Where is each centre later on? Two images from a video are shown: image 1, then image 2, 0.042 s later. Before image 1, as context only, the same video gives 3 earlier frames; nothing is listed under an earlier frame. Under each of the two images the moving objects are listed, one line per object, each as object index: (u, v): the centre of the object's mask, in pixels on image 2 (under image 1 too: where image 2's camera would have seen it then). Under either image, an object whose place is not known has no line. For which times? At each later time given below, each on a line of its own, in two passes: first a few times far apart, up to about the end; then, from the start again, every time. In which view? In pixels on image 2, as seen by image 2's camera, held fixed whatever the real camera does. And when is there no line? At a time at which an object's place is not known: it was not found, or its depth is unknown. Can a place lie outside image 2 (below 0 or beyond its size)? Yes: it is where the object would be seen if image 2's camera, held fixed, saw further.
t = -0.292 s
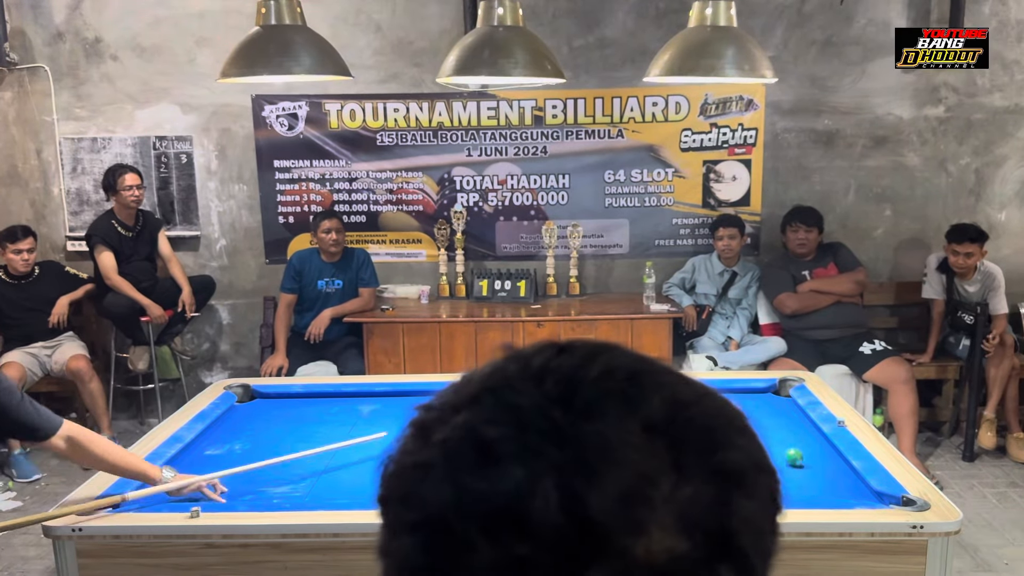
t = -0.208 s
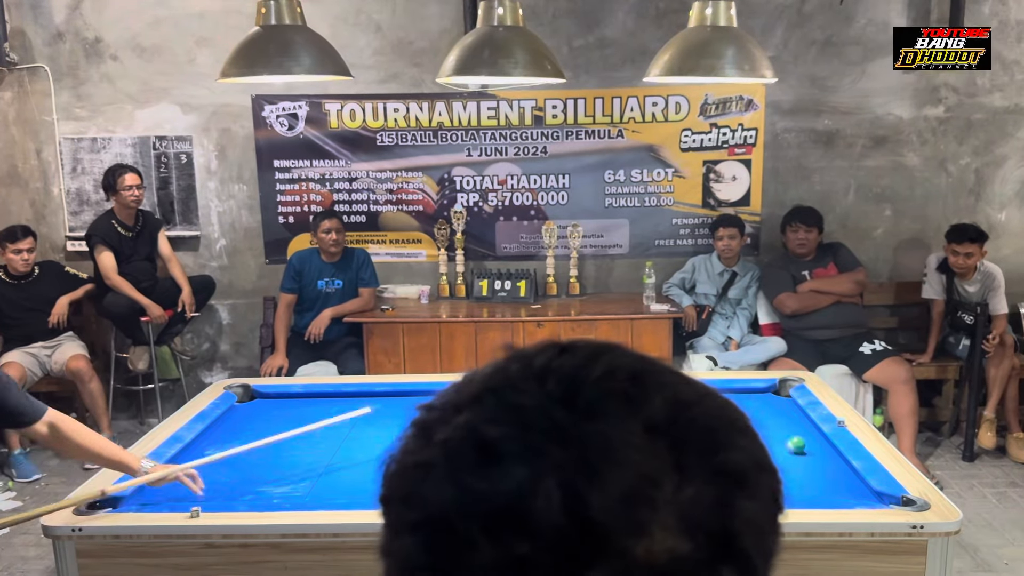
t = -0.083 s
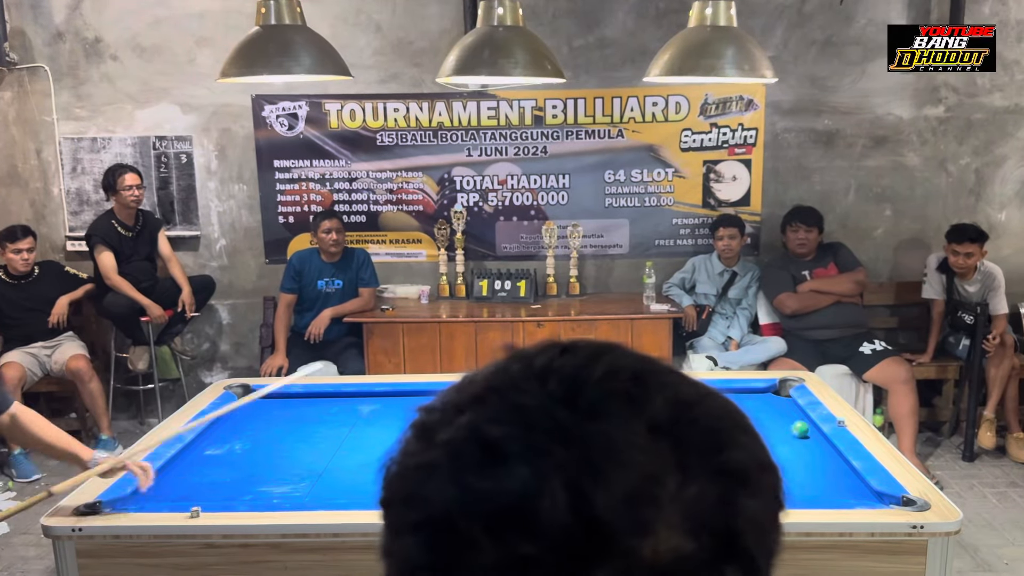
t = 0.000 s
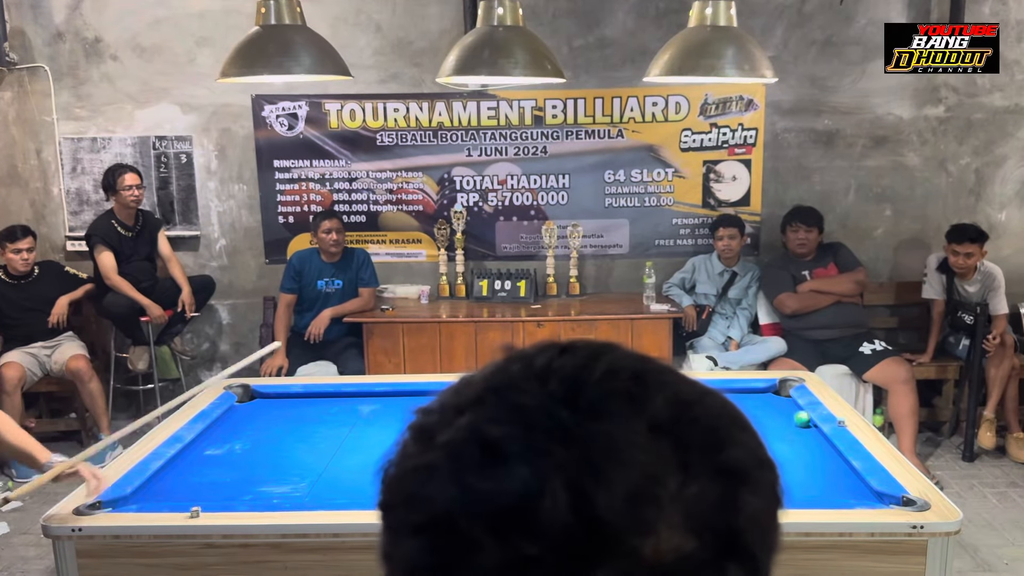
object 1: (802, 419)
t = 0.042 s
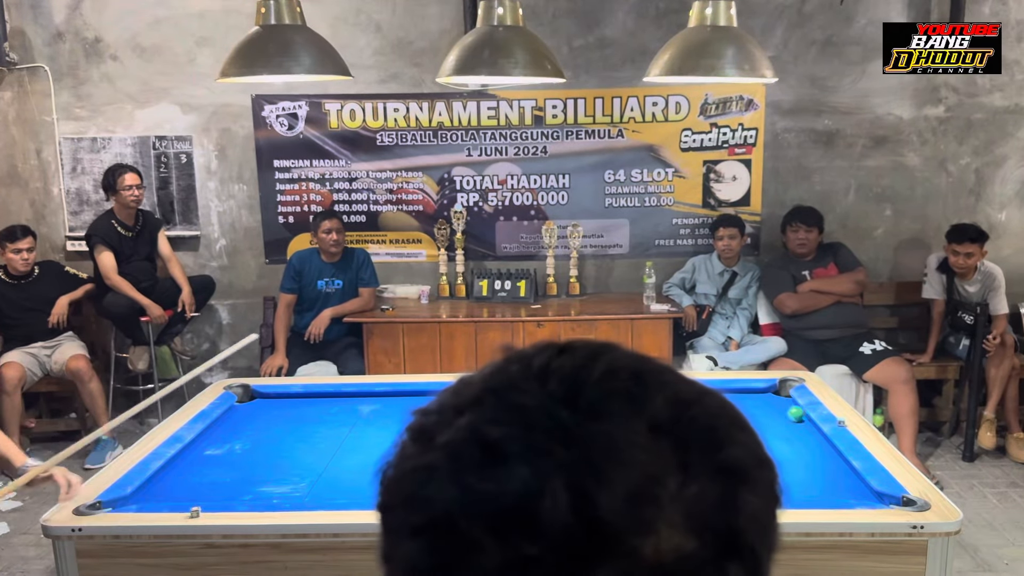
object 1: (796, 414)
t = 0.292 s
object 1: (764, 391)
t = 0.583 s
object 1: (758, 405)
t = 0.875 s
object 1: (754, 423)
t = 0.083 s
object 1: (790, 411)
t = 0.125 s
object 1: (784, 406)
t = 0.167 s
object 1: (779, 403)
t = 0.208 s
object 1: (773, 398)
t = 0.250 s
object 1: (769, 395)
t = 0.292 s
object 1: (764, 391)
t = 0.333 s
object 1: (762, 391)
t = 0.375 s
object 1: (762, 394)
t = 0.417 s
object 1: (761, 396)
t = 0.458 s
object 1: (760, 399)
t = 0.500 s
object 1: (759, 401)
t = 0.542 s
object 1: (759, 404)
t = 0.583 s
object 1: (758, 405)
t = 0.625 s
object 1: (758, 408)
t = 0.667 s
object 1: (757, 410)
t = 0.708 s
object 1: (756, 413)
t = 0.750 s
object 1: (756, 414)
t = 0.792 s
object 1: (755, 417)
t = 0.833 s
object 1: (754, 419)
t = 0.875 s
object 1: (754, 423)
